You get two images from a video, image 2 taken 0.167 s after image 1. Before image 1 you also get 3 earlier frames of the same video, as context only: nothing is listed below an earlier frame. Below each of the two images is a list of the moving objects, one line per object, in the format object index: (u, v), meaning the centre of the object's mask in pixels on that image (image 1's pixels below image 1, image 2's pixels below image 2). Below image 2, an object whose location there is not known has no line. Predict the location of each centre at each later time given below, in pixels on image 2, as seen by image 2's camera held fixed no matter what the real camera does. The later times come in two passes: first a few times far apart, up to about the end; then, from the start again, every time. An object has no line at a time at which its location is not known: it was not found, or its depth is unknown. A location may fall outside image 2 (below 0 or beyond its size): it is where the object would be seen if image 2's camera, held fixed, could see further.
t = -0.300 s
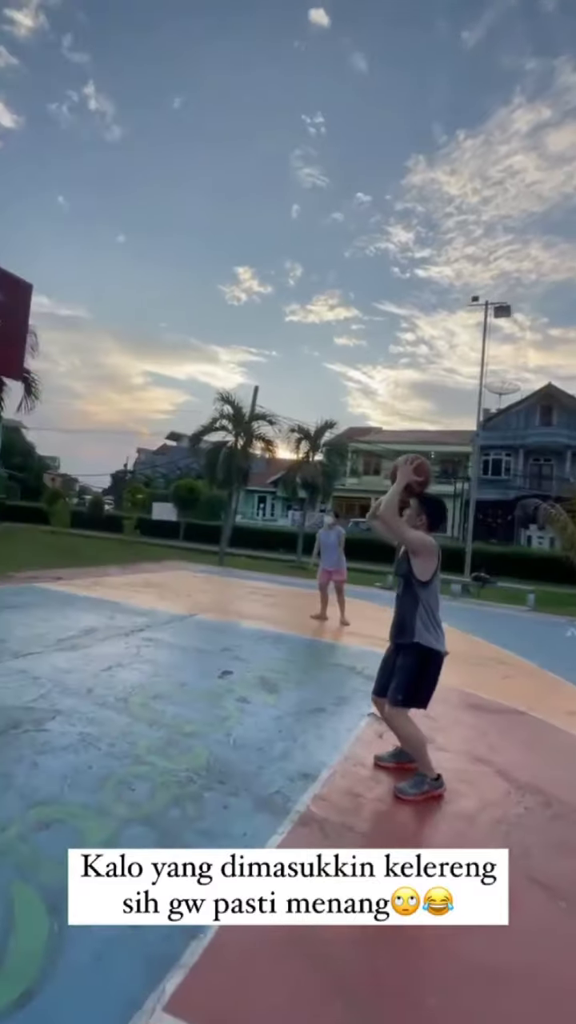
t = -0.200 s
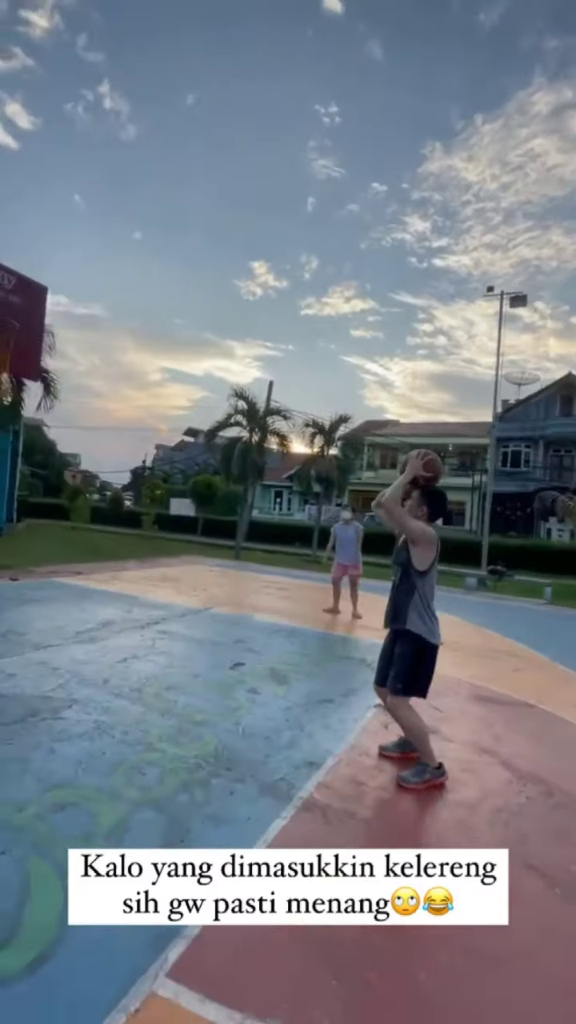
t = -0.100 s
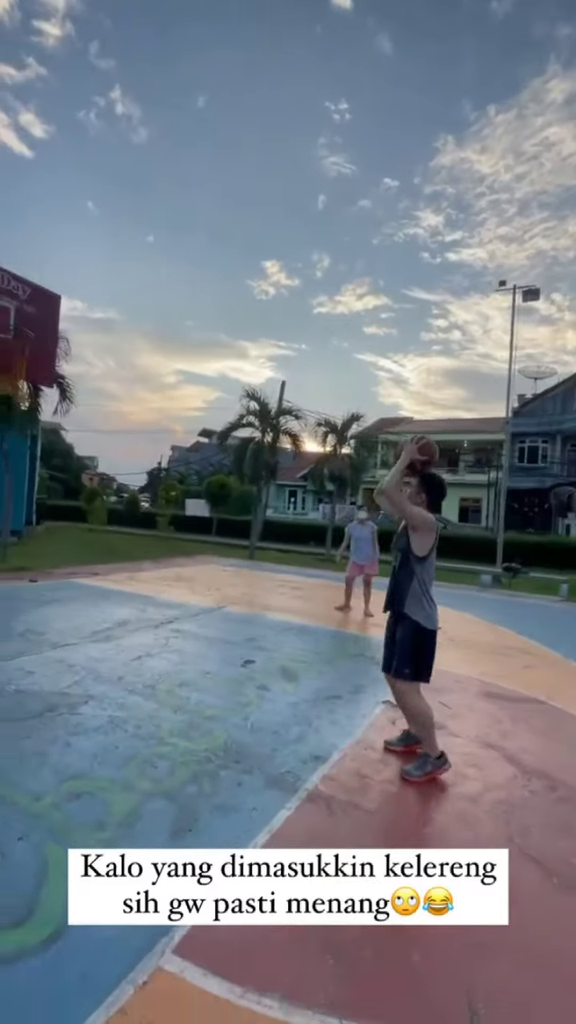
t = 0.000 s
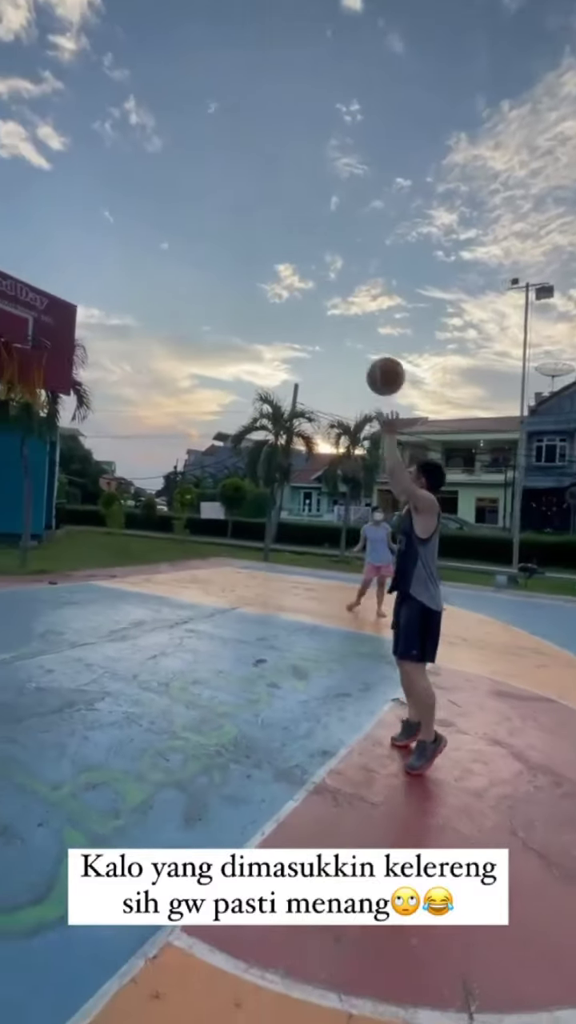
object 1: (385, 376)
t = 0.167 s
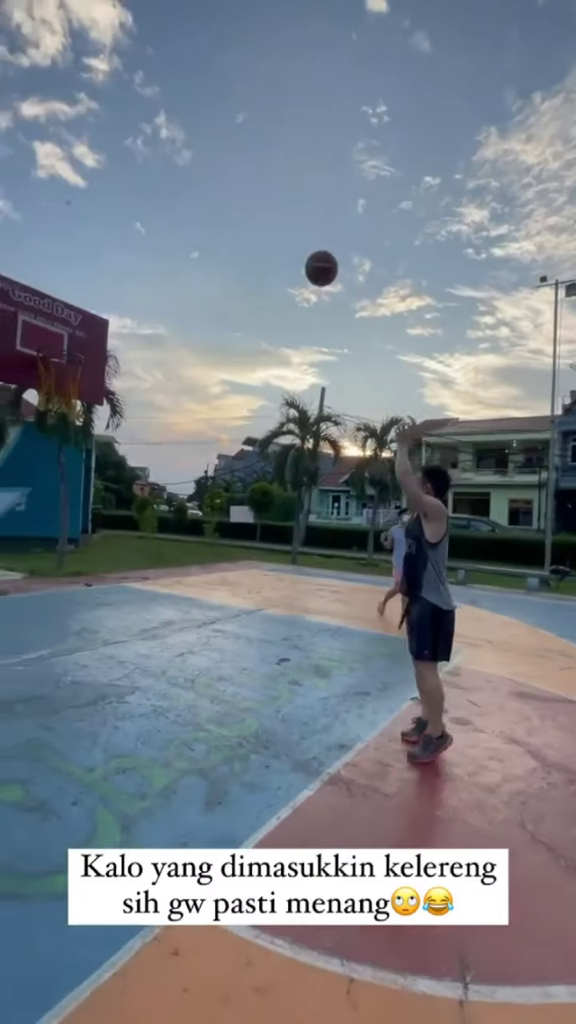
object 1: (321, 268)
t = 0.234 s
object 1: (291, 241)
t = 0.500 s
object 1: (190, 208)
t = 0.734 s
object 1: (125, 236)
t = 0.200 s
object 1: (306, 253)
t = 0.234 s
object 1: (291, 241)
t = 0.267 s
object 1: (277, 231)
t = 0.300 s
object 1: (264, 223)
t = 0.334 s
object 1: (250, 216)
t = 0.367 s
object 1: (237, 212)
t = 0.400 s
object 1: (225, 209)
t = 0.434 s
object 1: (213, 207)
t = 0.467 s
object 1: (201, 207)
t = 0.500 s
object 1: (190, 208)
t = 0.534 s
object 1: (180, 209)
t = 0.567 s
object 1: (169, 211)
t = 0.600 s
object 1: (160, 215)
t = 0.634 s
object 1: (150, 219)
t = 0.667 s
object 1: (142, 223)
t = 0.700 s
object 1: (133, 229)
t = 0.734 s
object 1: (125, 236)
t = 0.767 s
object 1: (117, 244)
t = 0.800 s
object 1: (109, 253)
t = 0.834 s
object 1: (102, 262)
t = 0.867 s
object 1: (94, 272)
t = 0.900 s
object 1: (87, 284)
